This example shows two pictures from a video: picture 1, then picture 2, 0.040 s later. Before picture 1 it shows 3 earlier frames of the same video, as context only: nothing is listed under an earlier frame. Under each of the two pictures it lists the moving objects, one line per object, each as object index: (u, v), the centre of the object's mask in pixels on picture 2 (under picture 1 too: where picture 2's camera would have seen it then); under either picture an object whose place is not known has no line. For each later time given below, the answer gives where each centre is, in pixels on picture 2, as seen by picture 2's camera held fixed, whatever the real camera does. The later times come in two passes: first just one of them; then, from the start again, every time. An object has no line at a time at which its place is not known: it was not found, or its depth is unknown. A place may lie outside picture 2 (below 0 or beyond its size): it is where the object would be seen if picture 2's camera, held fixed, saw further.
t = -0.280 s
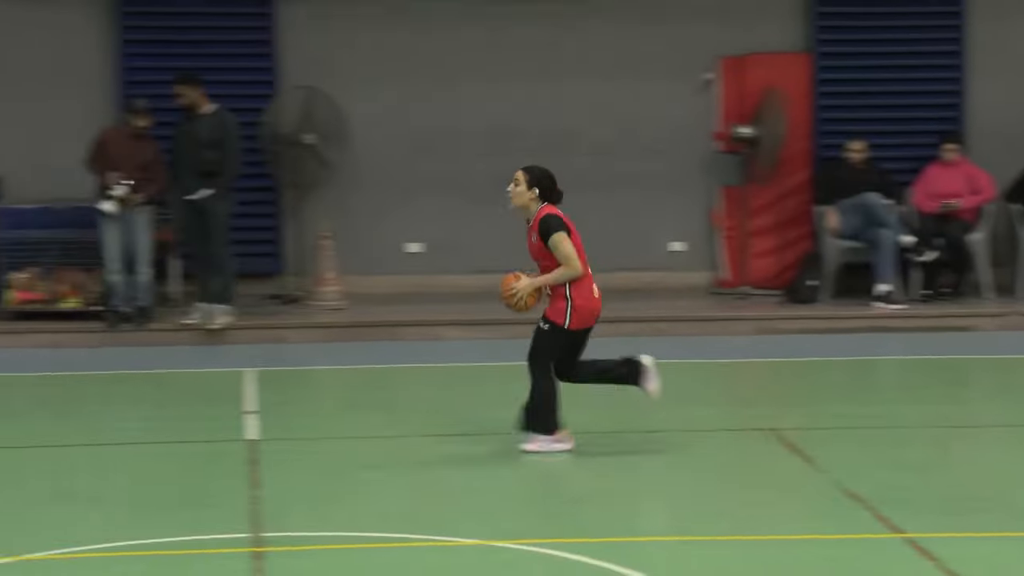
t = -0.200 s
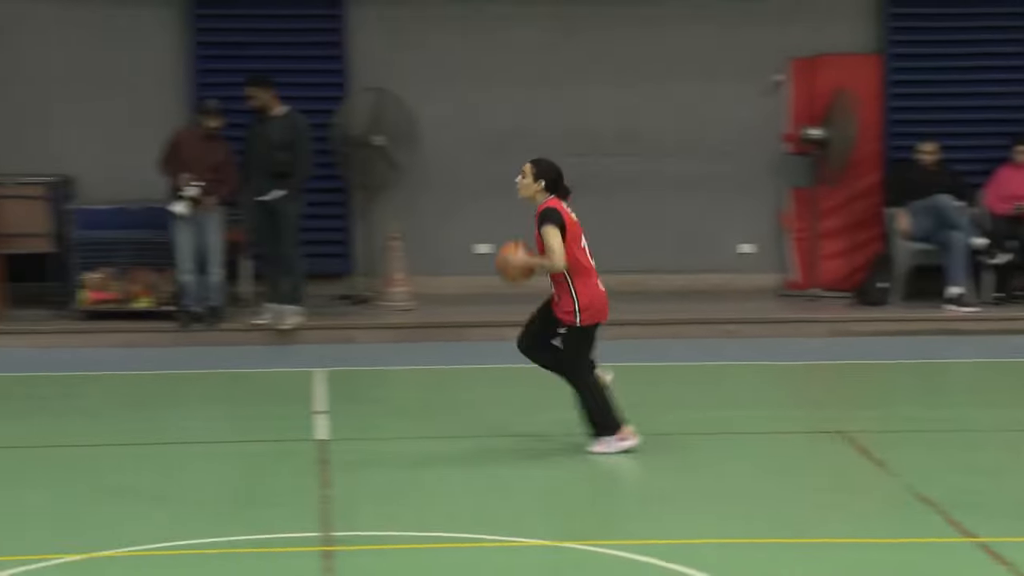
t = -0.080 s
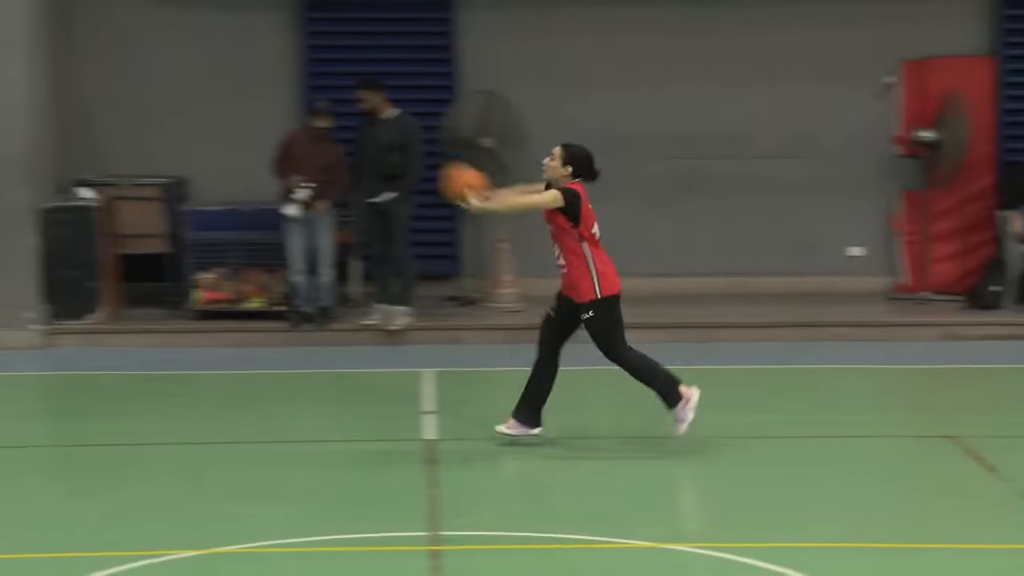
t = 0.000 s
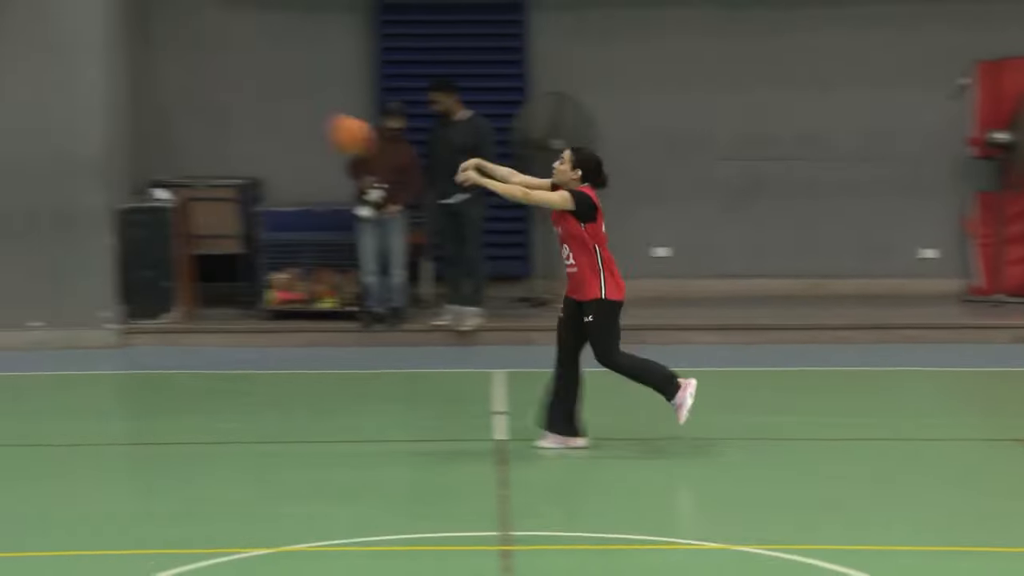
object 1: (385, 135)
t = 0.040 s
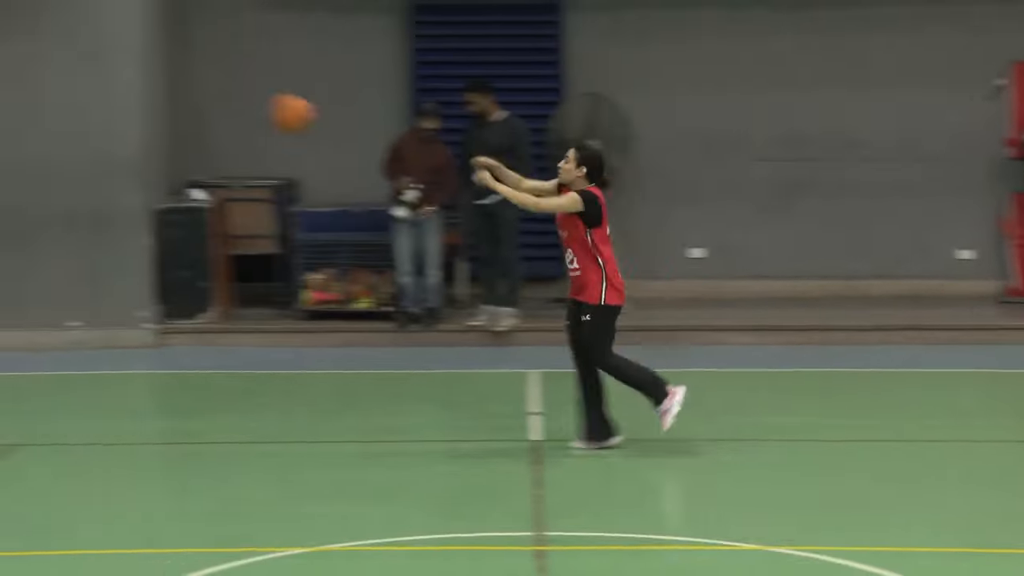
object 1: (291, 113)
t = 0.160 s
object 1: (15, 61)
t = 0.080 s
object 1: (200, 94)
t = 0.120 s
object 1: (108, 77)
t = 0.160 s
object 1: (15, 61)
